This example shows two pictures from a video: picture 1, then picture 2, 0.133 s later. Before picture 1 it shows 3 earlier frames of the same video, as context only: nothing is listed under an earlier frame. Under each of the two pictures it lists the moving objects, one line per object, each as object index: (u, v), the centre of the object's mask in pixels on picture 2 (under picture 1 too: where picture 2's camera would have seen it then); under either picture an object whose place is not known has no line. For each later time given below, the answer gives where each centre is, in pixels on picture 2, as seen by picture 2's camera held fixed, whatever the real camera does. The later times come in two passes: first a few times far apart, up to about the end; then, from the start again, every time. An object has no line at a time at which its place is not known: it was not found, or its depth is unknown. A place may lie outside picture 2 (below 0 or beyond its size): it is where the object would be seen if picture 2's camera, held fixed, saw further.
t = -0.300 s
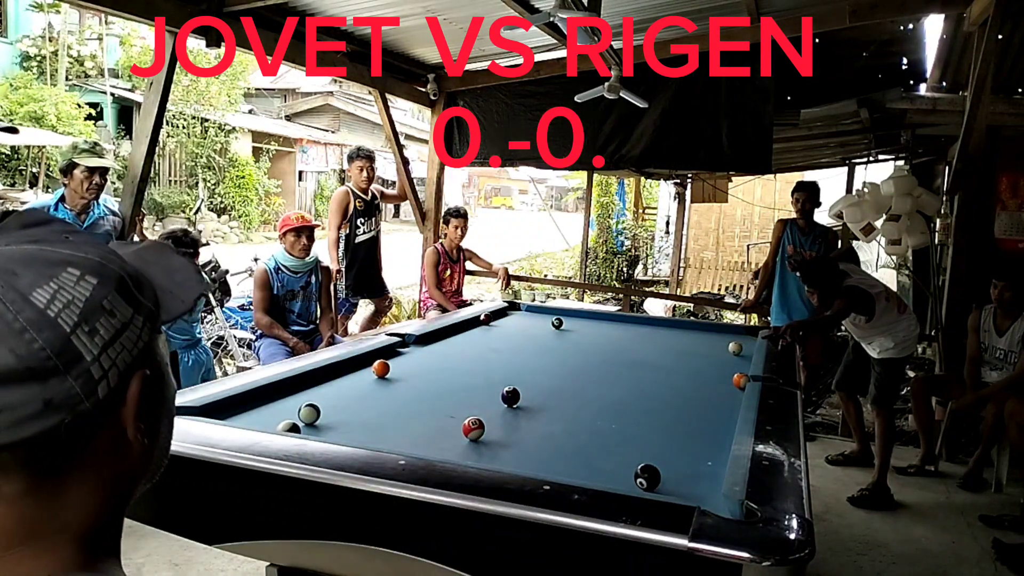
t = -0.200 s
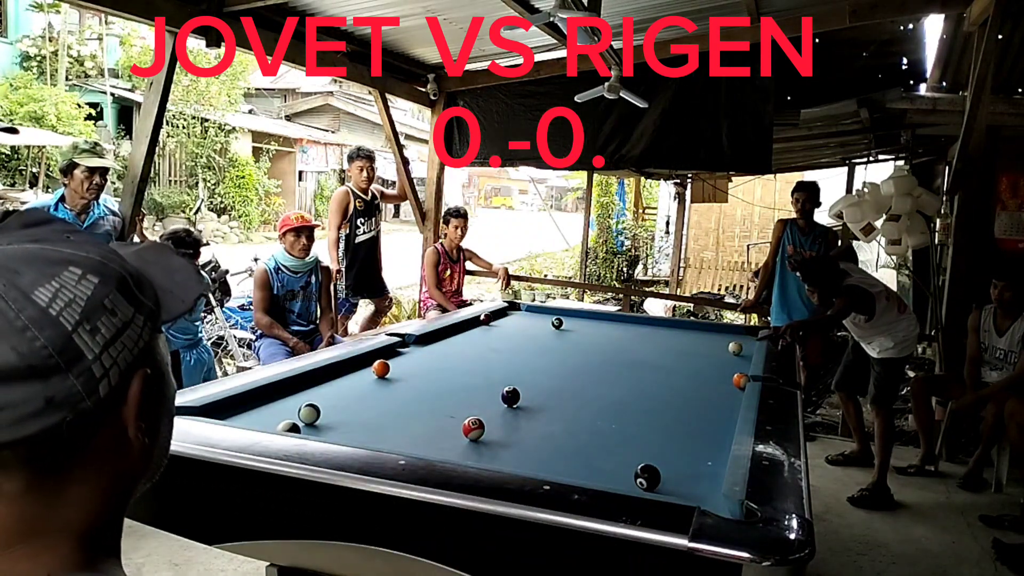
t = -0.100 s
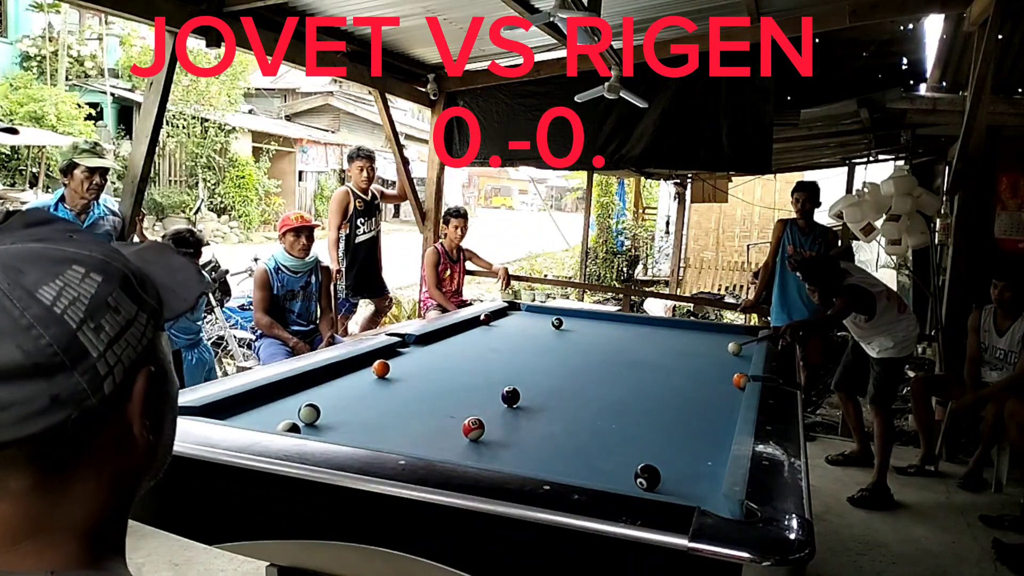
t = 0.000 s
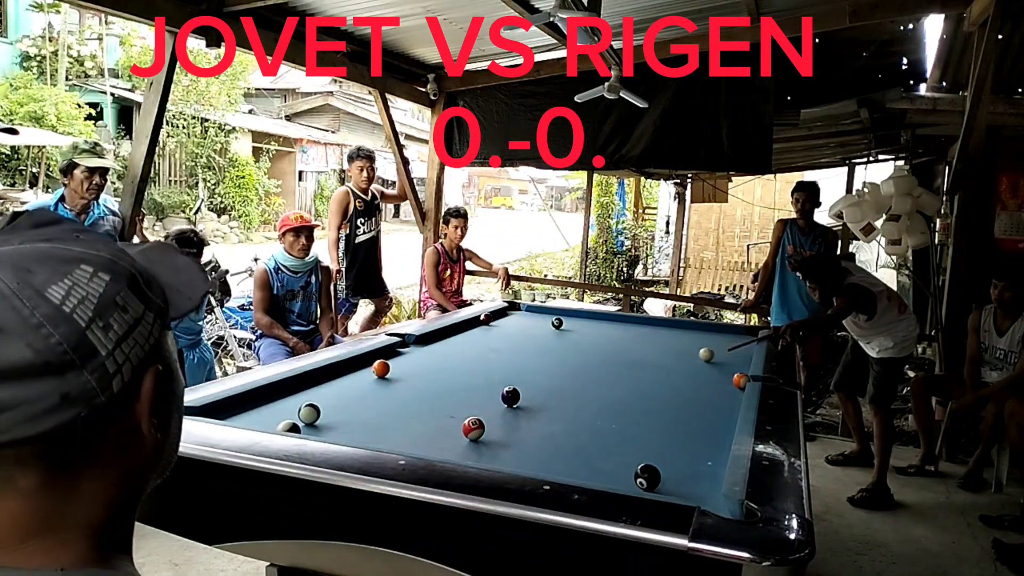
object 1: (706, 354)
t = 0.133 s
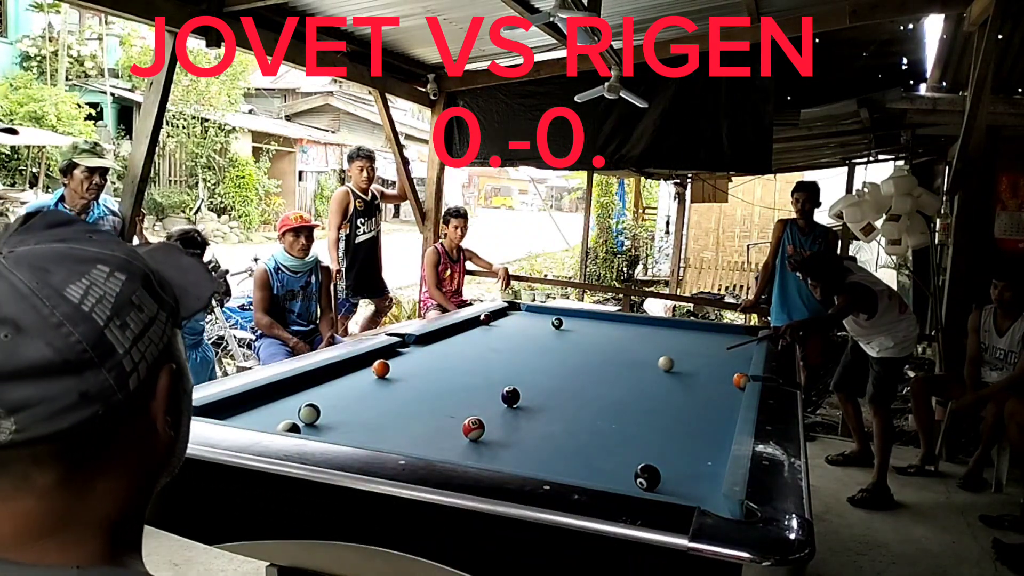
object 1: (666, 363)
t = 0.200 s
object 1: (643, 368)
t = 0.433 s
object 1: (548, 389)
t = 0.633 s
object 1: (536, 404)
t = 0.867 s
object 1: (530, 424)
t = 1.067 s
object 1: (524, 443)
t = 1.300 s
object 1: (517, 464)
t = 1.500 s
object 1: (543, 461)
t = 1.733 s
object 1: (572, 451)
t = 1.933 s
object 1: (594, 443)
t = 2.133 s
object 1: (614, 436)
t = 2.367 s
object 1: (635, 429)
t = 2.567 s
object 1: (651, 423)
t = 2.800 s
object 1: (668, 417)
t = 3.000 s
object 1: (680, 413)
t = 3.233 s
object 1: (694, 408)
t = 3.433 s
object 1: (705, 405)
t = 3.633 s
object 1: (714, 401)
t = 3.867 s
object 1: (725, 398)
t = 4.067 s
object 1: (733, 395)
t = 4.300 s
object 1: (731, 392)
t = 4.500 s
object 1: (728, 390)
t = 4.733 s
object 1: (725, 387)
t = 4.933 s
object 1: (723, 385)
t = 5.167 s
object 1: (721, 383)
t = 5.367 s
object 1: (721, 382)
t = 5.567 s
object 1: (720, 381)
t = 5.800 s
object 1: (719, 380)
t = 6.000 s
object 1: (719, 380)
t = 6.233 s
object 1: (718, 379)
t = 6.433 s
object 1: (718, 379)
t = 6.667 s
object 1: (718, 379)
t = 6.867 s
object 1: (718, 379)
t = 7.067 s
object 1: (718, 379)
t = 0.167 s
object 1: (654, 366)
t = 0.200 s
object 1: (643, 368)
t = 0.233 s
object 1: (631, 371)
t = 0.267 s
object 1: (618, 374)
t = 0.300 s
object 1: (606, 376)
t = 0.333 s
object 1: (592, 379)
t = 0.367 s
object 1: (578, 382)
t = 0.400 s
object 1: (564, 385)
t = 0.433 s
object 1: (548, 389)
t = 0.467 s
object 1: (533, 392)
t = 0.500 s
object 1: (528, 395)
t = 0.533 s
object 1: (531, 397)
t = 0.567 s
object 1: (534, 399)
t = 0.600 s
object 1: (535, 402)
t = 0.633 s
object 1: (536, 404)
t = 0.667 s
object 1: (535, 407)
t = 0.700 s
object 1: (534, 409)
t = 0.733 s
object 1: (534, 412)
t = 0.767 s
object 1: (533, 415)
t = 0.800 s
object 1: (532, 418)
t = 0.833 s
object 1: (531, 421)
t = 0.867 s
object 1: (530, 424)
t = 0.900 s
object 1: (529, 427)
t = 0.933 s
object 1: (528, 430)
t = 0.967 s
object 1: (527, 433)
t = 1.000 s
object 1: (526, 436)
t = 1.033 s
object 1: (525, 439)
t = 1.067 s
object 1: (524, 443)
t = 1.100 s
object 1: (523, 447)
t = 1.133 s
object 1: (522, 450)
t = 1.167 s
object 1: (521, 454)
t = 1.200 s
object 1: (520, 457)
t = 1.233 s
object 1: (519, 460)
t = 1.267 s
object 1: (518, 462)
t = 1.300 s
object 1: (517, 464)
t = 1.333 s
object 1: (520, 464)
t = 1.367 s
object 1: (525, 464)
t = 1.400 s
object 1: (529, 463)
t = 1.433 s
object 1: (534, 463)
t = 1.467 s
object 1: (538, 461)
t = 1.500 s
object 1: (543, 461)
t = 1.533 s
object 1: (547, 460)
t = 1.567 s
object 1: (552, 458)
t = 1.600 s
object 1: (556, 457)
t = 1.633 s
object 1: (560, 455)
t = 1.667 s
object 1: (564, 454)
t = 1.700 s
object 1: (568, 452)
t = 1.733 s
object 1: (572, 451)
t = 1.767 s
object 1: (576, 450)
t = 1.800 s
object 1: (579, 448)
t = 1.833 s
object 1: (583, 447)
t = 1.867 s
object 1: (587, 446)
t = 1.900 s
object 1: (591, 444)
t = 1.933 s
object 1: (594, 443)
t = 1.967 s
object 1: (597, 442)
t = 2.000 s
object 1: (601, 441)
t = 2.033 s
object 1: (604, 440)
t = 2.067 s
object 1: (607, 438)
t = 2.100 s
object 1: (611, 437)
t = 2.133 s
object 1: (614, 436)
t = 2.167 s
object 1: (617, 435)
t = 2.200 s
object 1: (620, 434)
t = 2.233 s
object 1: (623, 433)
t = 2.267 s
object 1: (626, 432)
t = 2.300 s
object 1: (629, 431)
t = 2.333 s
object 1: (632, 430)
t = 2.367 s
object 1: (635, 429)
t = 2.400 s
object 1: (638, 428)
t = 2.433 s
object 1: (640, 427)
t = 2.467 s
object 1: (643, 426)
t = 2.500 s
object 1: (645, 425)
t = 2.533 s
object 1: (648, 424)
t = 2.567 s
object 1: (651, 423)
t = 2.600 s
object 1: (653, 422)
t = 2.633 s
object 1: (656, 422)
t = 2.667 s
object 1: (658, 421)
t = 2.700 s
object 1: (660, 420)
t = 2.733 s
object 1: (663, 419)
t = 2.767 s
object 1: (665, 418)
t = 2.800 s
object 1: (668, 417)
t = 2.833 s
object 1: (670, 417)
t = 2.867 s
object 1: (672, 416)
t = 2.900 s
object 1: (674, 415)
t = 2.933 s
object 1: (676, 415)
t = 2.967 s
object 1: (678, 414)
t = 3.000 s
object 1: (680, 413)
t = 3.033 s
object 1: (682, 412)
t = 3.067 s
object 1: (685, 412)
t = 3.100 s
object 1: (686, 411)
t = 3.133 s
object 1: (688, 410)
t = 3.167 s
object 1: (690, 410)
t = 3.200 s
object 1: (692, 409)
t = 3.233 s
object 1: (694, 408)
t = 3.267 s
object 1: (696, 408)
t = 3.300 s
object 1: (698, 407)
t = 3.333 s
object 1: (700, 406)
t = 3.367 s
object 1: (701, 406)
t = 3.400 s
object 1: (703, 405)
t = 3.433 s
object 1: (705, 405)
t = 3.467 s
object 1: (706, 404)
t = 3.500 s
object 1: (708, 404)
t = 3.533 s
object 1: (710, 403)
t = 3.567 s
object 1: (711, 402)
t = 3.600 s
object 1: (713, 402)
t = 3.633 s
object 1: (714, 401)
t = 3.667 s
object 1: (716, 401)
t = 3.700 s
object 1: (718, 400)
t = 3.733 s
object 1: (719, 400)
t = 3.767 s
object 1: (721, 399)
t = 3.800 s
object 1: (722, 399)
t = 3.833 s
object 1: (723, 398)
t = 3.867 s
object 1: (725, 398)
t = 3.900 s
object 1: (726, 397)
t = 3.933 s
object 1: (727, 397)
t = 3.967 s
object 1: (729, 396)
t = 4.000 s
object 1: (730, 396)
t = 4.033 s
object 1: (732, 395)
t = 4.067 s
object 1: (733, 395)
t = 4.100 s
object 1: (734, 395)
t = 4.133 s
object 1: (734, 394)
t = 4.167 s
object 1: (733, 394)
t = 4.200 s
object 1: (733, 393)
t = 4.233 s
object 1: (732, 393)
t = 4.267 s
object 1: (731, 392)
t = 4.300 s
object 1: (731, 392)
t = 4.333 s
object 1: (730, 392)
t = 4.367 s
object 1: (730, 391)
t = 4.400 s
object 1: (729, 391)
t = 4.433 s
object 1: (729, 391)
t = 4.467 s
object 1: (728, 390)
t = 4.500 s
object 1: (728, 390)
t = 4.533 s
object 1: (727, 389)
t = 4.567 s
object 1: (727, 389)
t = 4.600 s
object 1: (726, 389)
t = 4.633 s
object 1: (726, 388)
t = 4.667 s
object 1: (726, 388)
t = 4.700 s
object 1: (725, 387)
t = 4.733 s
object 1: (725, 387)
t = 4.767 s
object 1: (725, 387)
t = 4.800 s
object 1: (724, 386)
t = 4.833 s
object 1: (724, 386)
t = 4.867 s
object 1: (724, 386)
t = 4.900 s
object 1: (724, 385)
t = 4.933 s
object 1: (723, 385)
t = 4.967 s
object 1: (723, 385)
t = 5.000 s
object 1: (723, 385)
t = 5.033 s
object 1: (722, 384)
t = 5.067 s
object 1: (722, 384)
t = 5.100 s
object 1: (722, 384)
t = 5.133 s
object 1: (722, 384)
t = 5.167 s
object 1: (721, 383)
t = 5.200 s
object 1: (721, 383)
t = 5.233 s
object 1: (721, 383)
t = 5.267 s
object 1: (721, 383)
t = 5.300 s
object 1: (721, 382)
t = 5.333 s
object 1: (721, 382)
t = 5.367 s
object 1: (721, 382)
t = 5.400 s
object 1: (720, 382)
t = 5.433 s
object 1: (720, 382)
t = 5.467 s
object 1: (720, 381)
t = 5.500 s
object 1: (720, 381)
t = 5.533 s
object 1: (720, 381)
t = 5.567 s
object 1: (720, 381)
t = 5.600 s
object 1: (720, 381)
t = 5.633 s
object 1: (720, 381)
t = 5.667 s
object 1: (720, 381)
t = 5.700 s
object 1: (720, 381)
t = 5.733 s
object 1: (719, 380)
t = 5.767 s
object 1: (719, 380)
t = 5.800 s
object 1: (719, 380)
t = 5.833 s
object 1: (719, 380)
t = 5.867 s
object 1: (719, 380)
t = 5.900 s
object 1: (719, 380)
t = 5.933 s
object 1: (719, 380)
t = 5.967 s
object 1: (719, 380)
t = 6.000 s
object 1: (719, 380)
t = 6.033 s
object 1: (718, 380)
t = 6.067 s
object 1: (718, 379)
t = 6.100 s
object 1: (718, 380)
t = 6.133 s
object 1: (718, 379)
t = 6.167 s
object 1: (718, 379)
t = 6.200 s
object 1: (718, 379)
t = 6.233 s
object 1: (718, 379)
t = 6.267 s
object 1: (718, 379)
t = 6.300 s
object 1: (718, 379)
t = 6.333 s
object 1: (718, 379)
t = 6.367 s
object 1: (718, 379)
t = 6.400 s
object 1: (718, 379)
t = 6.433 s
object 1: (718, 379)
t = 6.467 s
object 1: (718, 379)
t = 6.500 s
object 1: (718, 379)
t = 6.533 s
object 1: (718, 379)
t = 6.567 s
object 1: (718, 379)
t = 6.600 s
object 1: (718, 379)
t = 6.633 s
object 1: (718, 379)
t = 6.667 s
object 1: (718, 379)
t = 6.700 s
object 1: (718, 379)
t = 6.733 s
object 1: (718, 379)
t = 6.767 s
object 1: (718, 379)
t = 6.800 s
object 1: (718, 379)
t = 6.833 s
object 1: (718, 379)
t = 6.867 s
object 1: (718, 379)
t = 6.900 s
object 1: (718, 379)
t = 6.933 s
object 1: (718, 379)
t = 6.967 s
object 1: (718, 379)
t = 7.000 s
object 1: (718, 379)
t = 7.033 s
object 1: (718, 379)
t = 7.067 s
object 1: (718, 379)
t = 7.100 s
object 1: (718, 379)
